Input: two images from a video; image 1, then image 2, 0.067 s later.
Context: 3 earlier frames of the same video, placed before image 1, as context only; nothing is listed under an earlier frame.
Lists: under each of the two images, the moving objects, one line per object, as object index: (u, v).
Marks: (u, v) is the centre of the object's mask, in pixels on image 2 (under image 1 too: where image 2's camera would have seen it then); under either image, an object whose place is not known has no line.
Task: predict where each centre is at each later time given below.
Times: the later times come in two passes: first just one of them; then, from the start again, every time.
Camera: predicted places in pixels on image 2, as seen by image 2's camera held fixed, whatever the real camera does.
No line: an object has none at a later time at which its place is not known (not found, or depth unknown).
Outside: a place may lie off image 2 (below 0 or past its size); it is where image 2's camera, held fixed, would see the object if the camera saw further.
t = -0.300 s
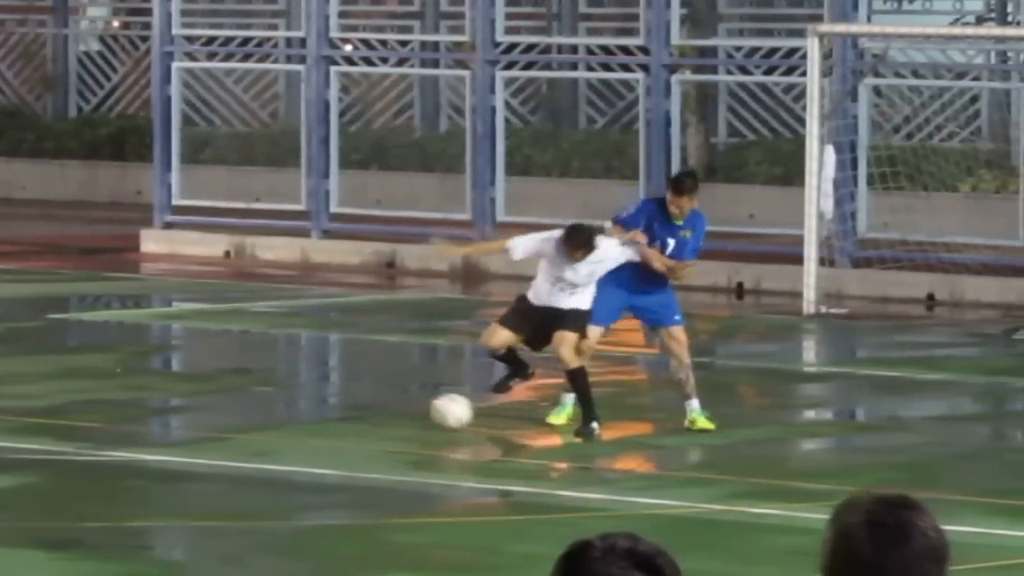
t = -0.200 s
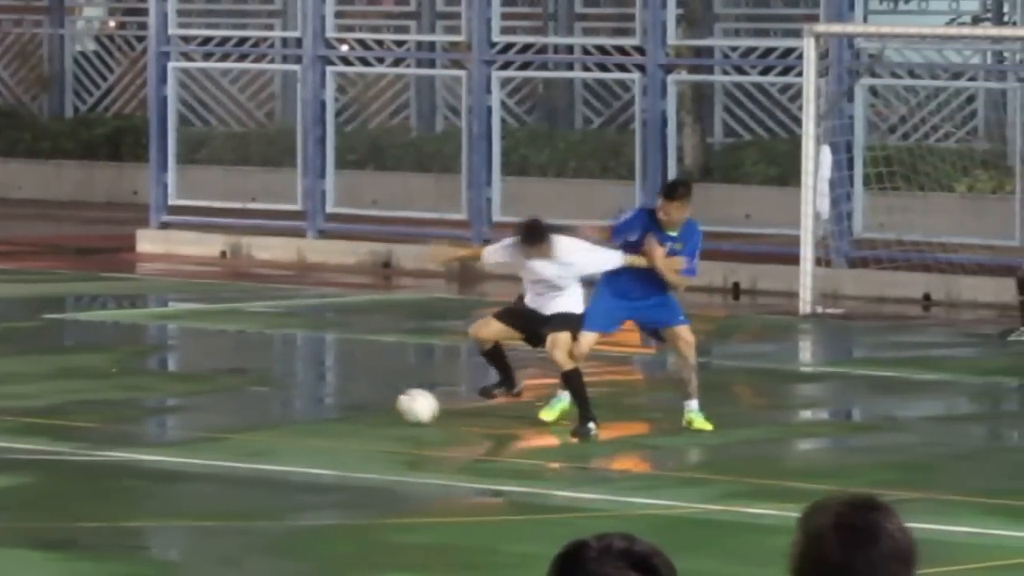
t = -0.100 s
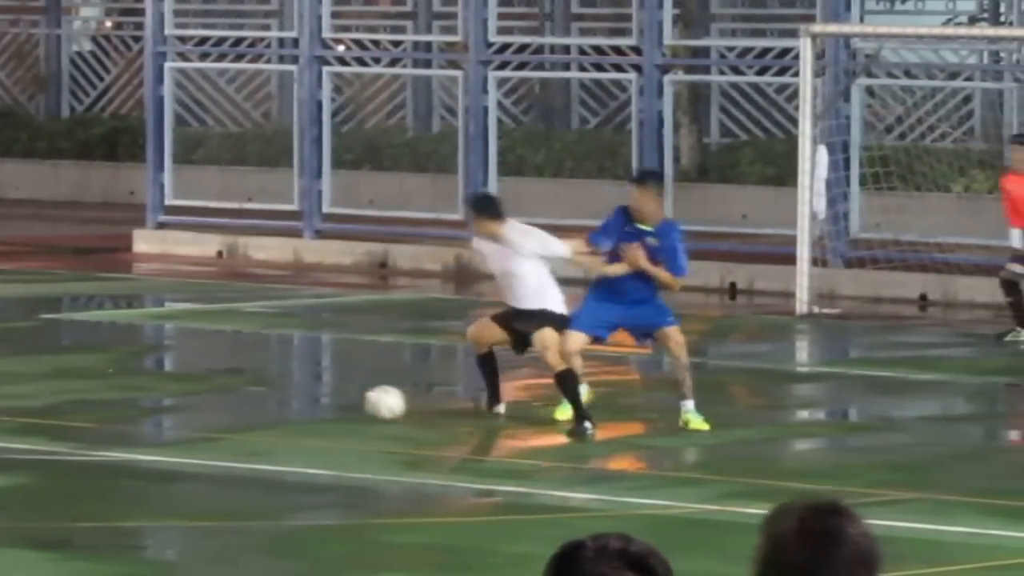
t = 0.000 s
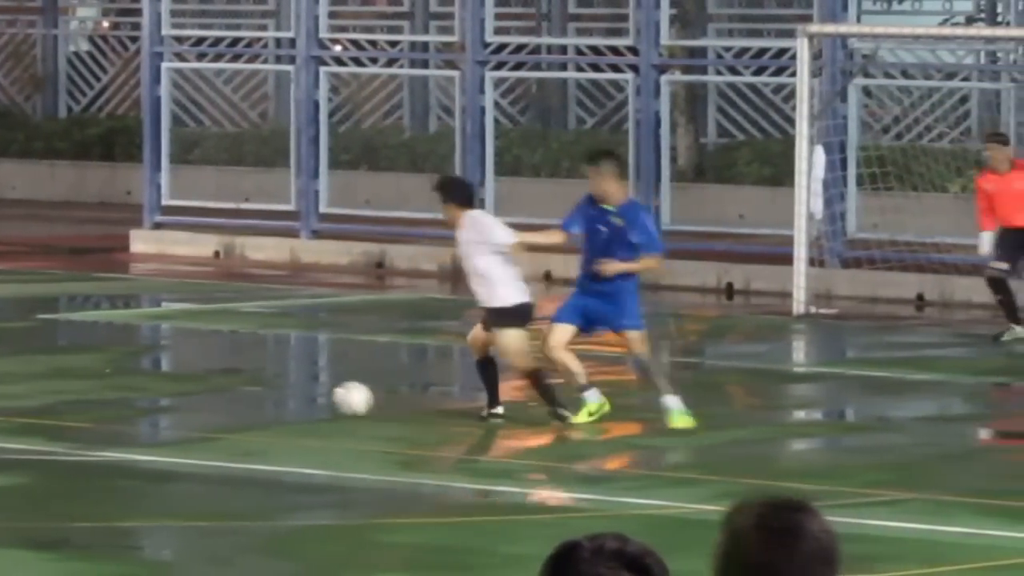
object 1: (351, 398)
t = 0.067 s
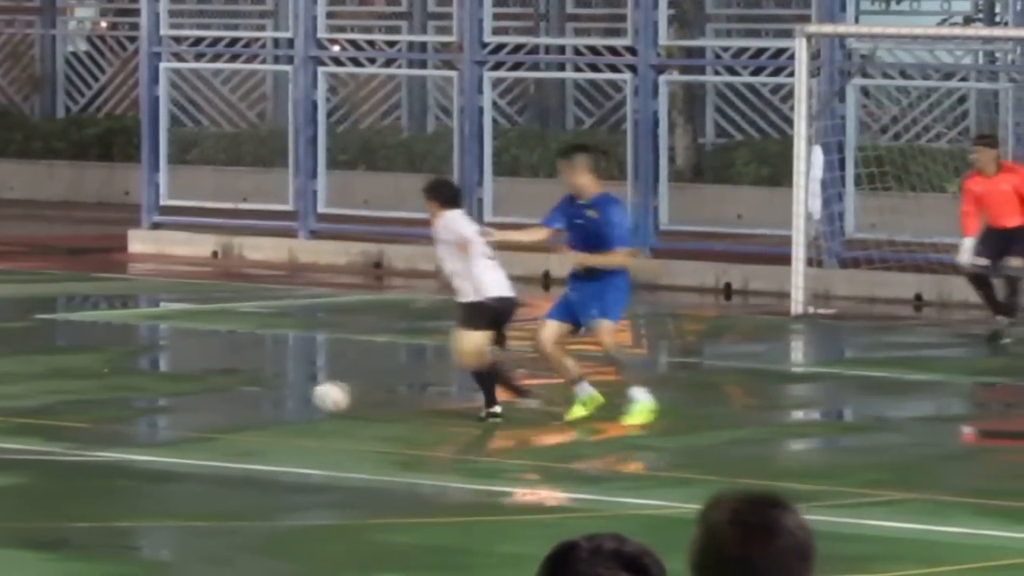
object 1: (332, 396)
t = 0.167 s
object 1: (305, 393)
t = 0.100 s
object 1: (323, 396)
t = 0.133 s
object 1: (314, 393)
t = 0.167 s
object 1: (305, 393)
